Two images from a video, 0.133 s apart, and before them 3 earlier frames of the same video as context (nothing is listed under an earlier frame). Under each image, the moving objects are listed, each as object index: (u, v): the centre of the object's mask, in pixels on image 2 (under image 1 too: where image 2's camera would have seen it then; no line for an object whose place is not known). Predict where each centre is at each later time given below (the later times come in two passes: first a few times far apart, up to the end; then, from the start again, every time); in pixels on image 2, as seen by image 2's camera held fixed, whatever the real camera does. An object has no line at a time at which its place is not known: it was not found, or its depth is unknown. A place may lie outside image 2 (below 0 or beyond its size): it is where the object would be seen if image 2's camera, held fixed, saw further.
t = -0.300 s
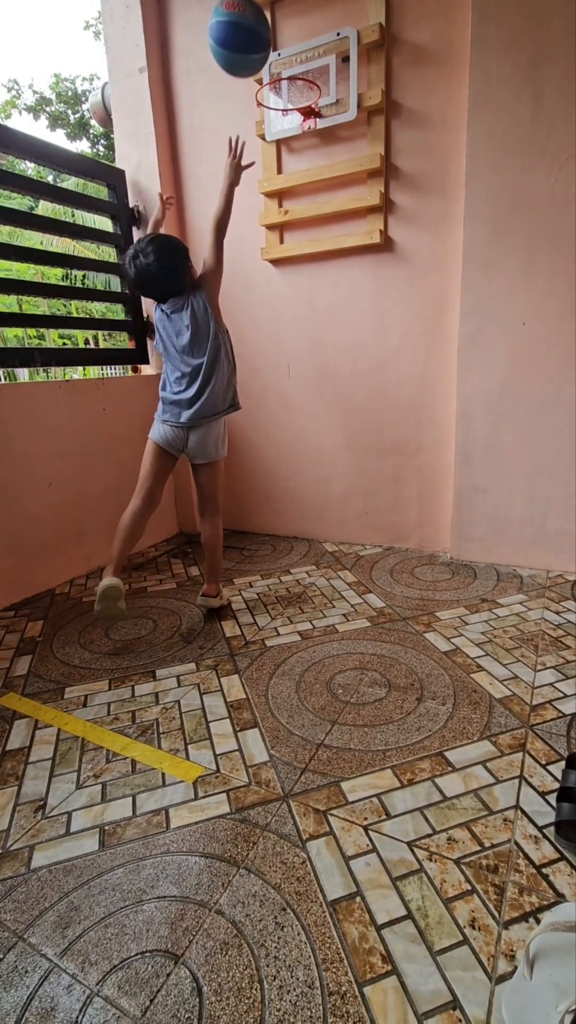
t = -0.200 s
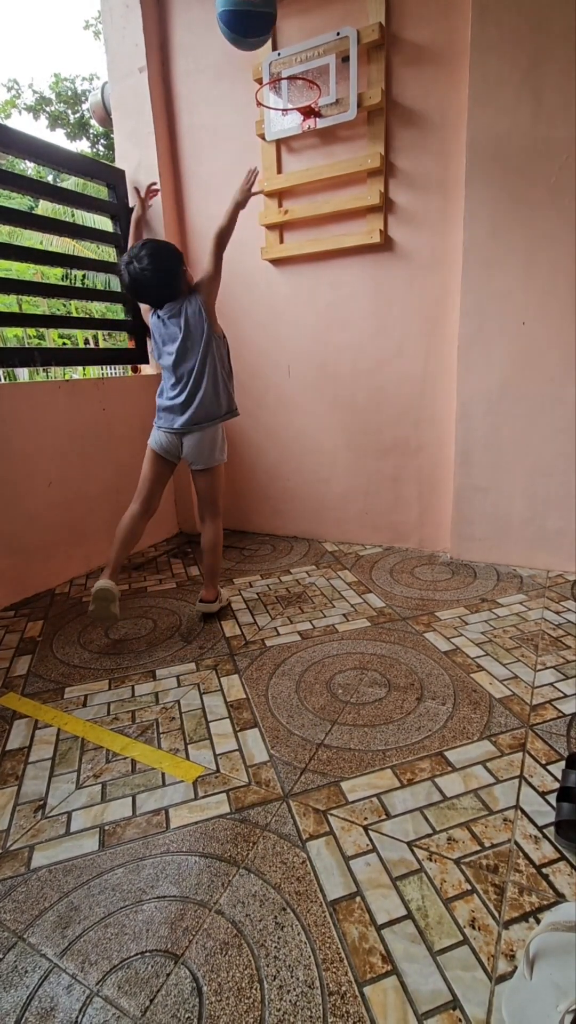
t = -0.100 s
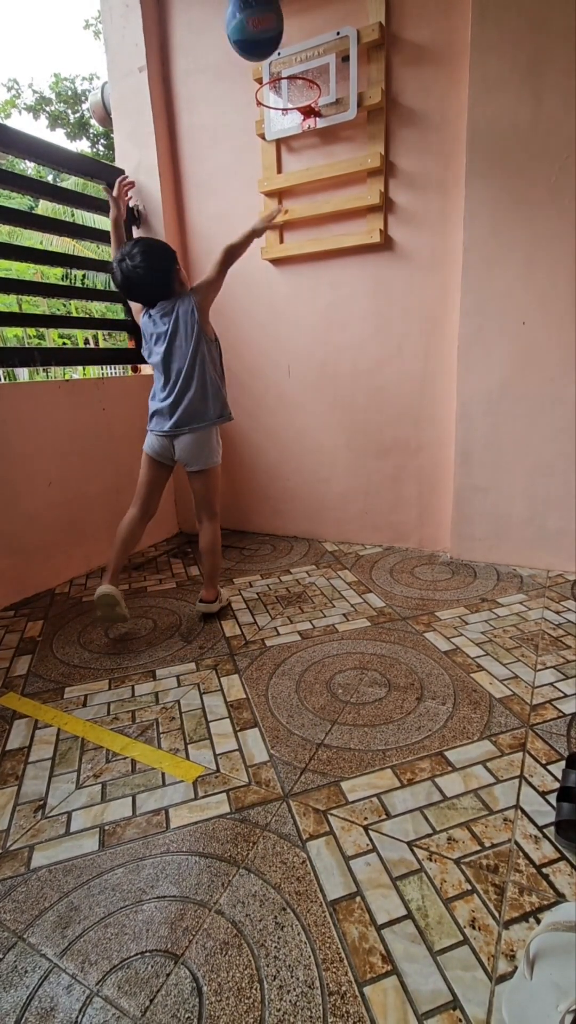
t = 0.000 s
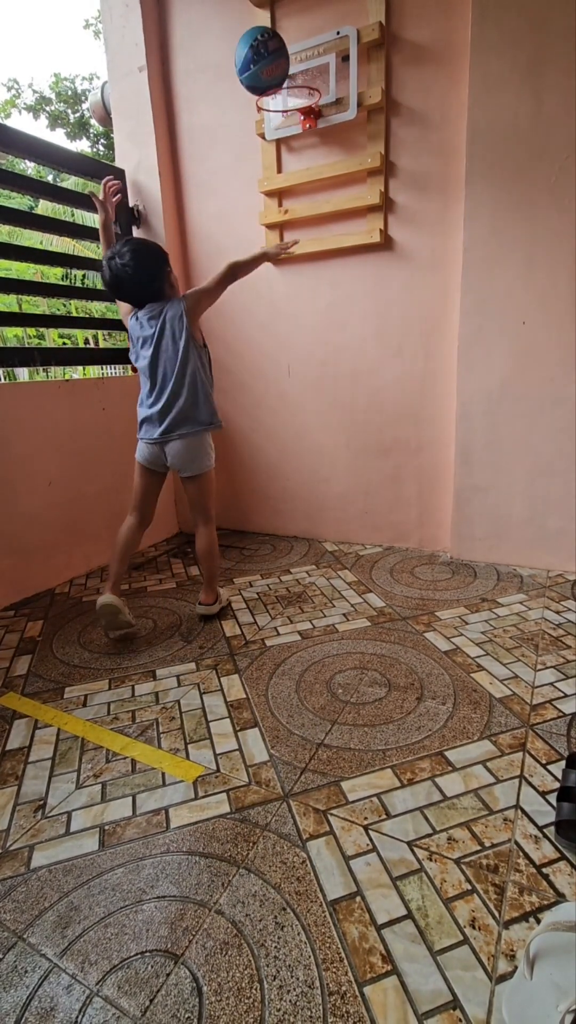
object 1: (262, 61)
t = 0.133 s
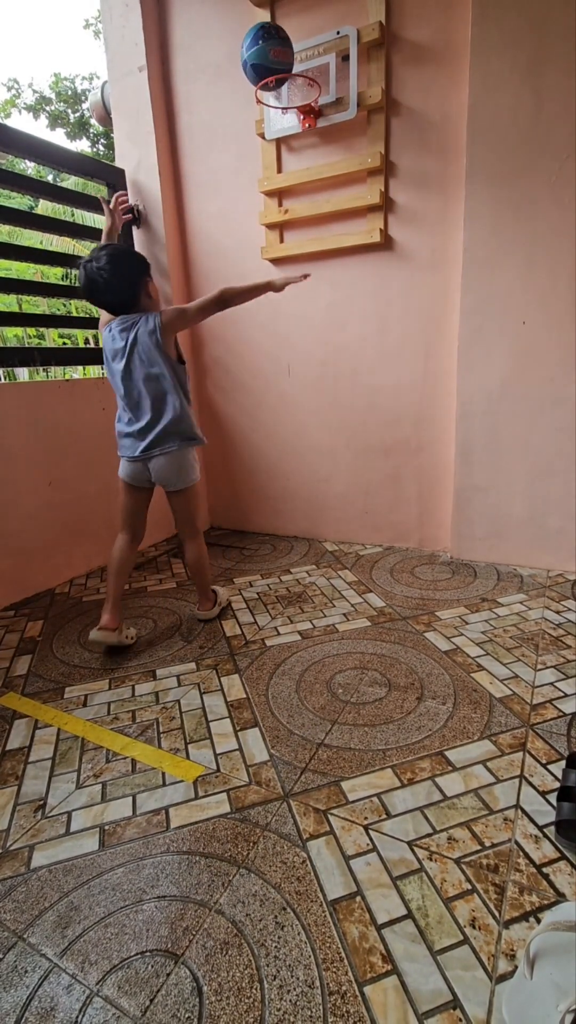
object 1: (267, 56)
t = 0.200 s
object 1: (272, 67)
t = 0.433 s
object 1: (290, 78)
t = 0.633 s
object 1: (291, 92)
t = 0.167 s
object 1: (269, 60)
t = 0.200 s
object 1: (272, 67)
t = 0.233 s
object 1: (275, 75)
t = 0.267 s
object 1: (279, 80)
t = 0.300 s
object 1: (284, 80)
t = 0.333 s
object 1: (290, 81)
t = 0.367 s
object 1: (295, 82)
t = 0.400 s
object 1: (294, 79)
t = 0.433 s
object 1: (290, 78)
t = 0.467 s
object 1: (285, 79)
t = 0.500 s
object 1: (281, 81)
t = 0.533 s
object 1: (279, 84)
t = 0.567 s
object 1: (281, 88)
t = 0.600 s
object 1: (286, 91)
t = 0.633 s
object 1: (291, 92)
